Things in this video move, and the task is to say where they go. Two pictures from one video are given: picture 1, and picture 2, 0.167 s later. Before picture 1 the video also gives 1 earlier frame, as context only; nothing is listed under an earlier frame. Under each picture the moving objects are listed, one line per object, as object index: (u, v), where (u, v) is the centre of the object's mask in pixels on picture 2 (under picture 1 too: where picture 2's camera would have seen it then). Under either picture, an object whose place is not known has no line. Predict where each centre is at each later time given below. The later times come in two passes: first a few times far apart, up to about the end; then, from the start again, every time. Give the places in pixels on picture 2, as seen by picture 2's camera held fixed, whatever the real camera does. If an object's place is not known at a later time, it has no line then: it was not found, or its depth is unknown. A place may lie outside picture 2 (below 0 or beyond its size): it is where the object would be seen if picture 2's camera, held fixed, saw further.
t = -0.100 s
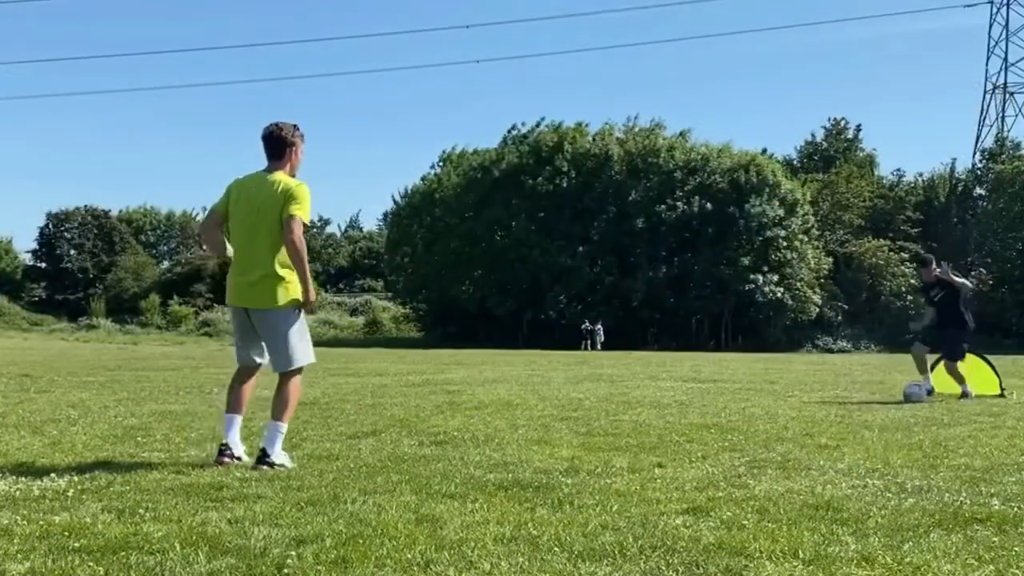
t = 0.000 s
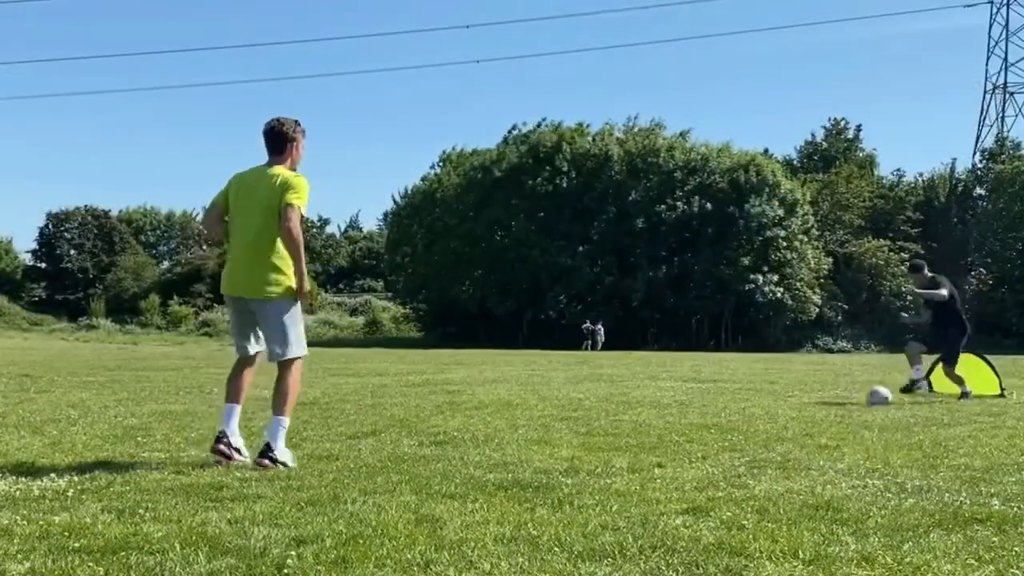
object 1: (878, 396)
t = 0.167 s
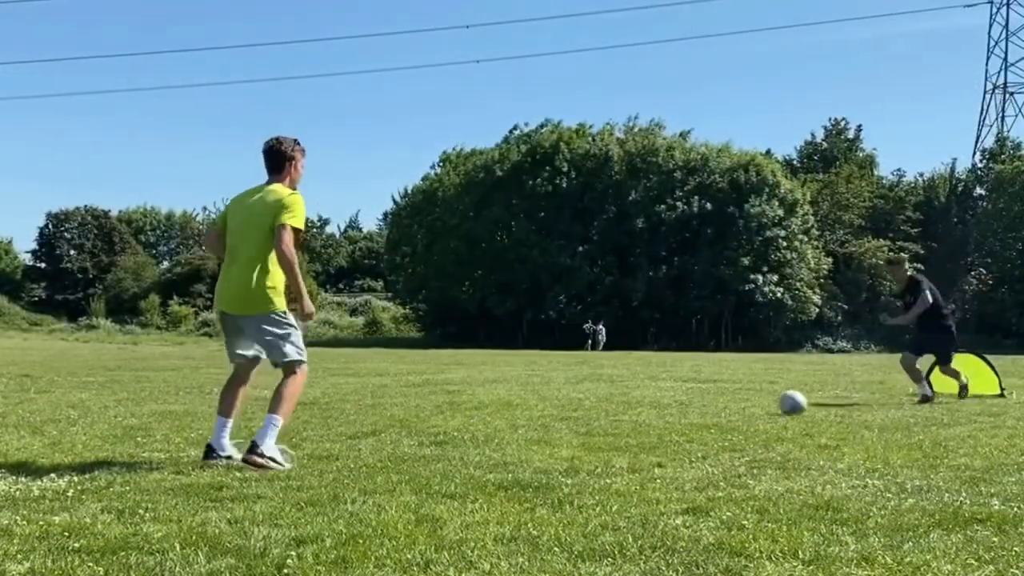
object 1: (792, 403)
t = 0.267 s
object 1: (737, 409)
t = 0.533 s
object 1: (569, 427)
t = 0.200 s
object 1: (774, 407)
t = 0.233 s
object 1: (754, 408)
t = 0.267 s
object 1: (737, 409)
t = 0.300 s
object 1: (717, 411)
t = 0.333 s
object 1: (697, 413)
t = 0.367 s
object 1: (676, 416)
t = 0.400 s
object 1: (655, 417)
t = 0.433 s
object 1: (634, 421)
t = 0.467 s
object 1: (613, 422)
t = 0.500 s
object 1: (592, 424)
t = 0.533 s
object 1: (569, 427)
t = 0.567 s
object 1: (547, 431)
